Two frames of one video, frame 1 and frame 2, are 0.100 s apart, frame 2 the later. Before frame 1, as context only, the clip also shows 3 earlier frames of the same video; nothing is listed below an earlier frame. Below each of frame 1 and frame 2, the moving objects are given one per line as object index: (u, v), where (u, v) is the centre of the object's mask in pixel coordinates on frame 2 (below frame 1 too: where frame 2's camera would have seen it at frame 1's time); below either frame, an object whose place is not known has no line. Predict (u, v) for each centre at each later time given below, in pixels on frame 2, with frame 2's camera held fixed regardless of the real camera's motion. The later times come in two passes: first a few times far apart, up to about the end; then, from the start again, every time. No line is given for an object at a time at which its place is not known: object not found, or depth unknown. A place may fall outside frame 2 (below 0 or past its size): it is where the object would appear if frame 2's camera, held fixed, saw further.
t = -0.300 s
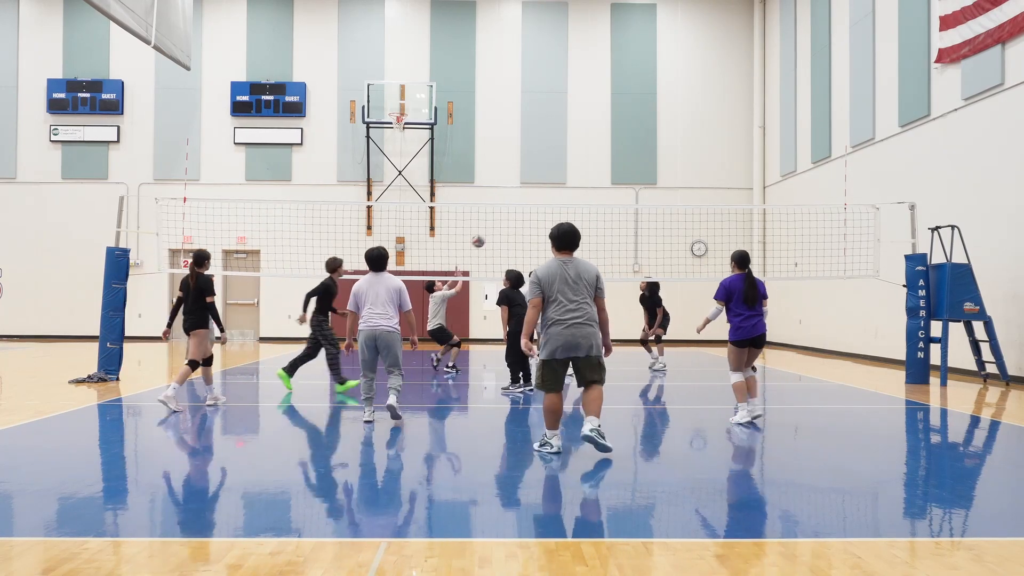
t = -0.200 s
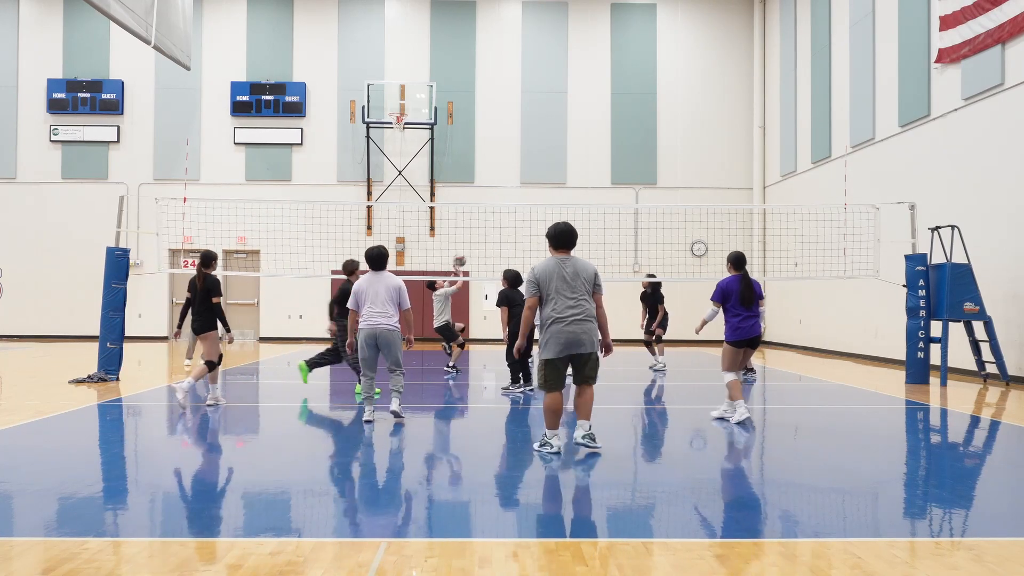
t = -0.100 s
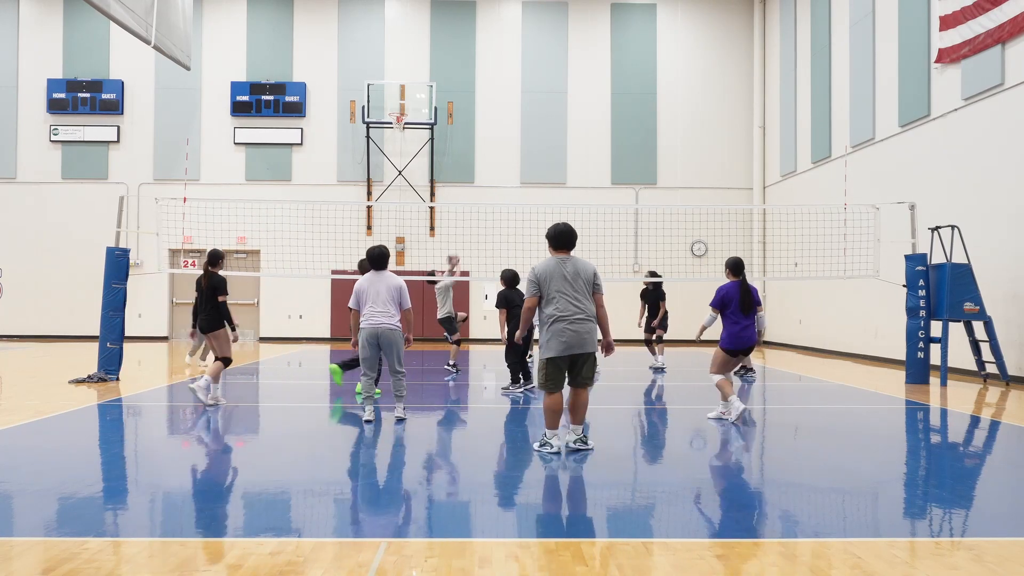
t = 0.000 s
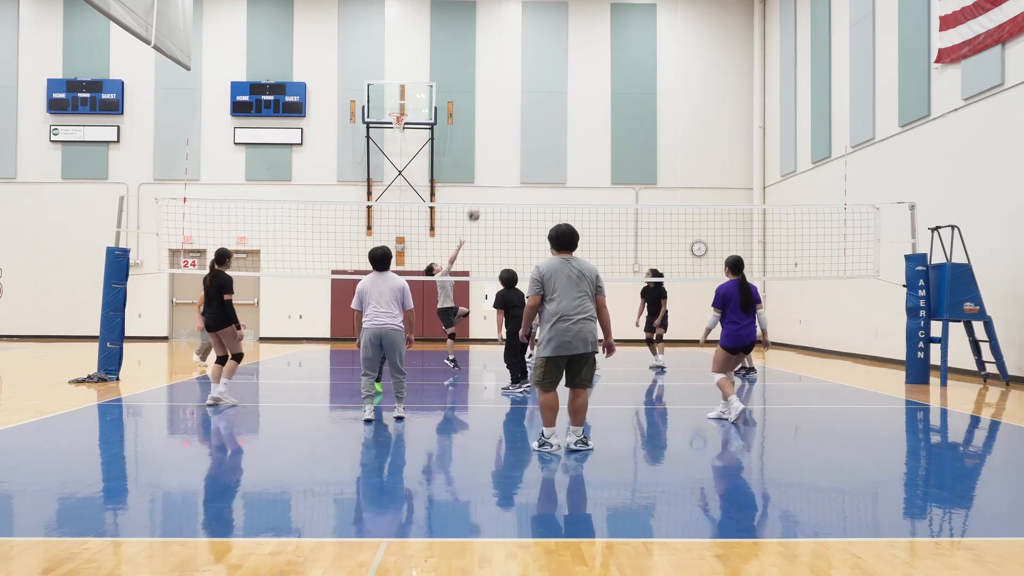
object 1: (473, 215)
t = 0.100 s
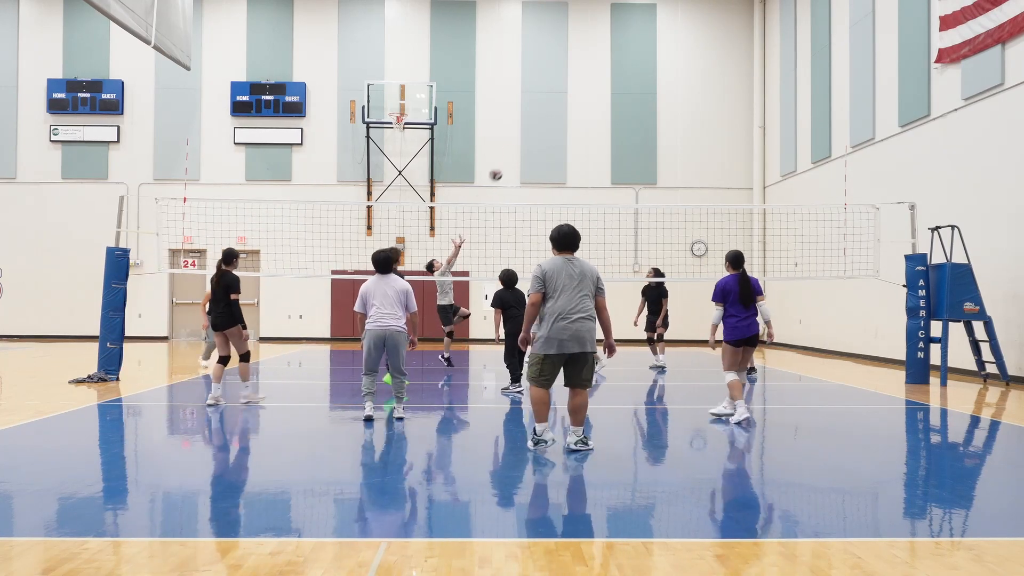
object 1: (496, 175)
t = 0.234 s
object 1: (525, 132)
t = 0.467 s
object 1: (575, 83)
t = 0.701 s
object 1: (625, 70)
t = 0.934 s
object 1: (675, 93)
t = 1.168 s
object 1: (723, 151)
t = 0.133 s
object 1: (503, 163)
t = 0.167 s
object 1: (510, 152)
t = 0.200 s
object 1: (518, 142)
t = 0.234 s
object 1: (525, 132)
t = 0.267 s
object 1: (532, 122)
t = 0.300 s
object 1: (539, 114)
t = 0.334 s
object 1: (547, 107)
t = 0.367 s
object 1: (554, 100)
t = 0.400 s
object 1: (561, 93)
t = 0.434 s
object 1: (568, 88)
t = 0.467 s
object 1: (575, 83)
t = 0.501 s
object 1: (582, 80)
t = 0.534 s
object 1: (590, 76)
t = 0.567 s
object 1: (597, 74)
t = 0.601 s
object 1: (604, 72)
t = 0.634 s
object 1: (611, 71)
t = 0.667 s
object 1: (618, 70)
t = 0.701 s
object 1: (625, 70)
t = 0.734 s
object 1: (632, 71)
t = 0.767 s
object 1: (639, 73)
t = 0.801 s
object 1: (646, 75)
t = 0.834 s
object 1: (653, 79)
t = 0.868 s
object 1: (660, 83)
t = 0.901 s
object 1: (668, 87)
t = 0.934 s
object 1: (675, 93)
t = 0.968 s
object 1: (682, 99)
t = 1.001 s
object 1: (689, 105)
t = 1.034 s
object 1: (696, 113)
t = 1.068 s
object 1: (703, 122)
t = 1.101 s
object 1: (710, 131)
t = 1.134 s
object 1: (716, 140)
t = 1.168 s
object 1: (723, 151)
